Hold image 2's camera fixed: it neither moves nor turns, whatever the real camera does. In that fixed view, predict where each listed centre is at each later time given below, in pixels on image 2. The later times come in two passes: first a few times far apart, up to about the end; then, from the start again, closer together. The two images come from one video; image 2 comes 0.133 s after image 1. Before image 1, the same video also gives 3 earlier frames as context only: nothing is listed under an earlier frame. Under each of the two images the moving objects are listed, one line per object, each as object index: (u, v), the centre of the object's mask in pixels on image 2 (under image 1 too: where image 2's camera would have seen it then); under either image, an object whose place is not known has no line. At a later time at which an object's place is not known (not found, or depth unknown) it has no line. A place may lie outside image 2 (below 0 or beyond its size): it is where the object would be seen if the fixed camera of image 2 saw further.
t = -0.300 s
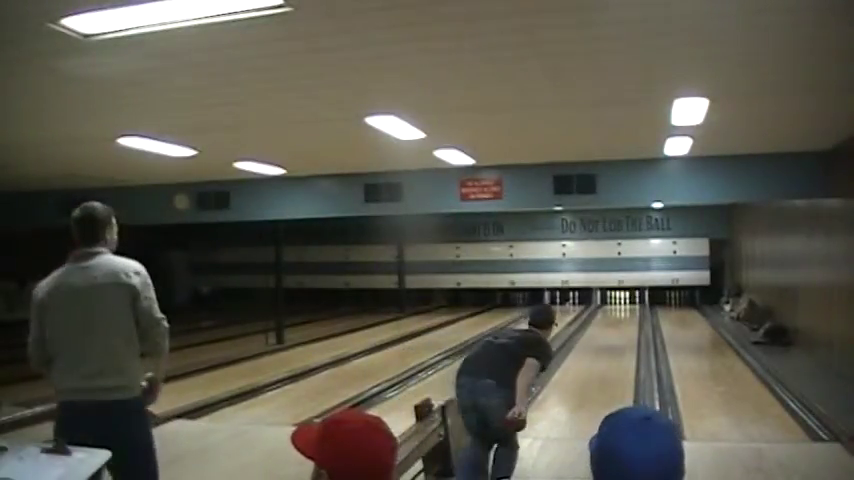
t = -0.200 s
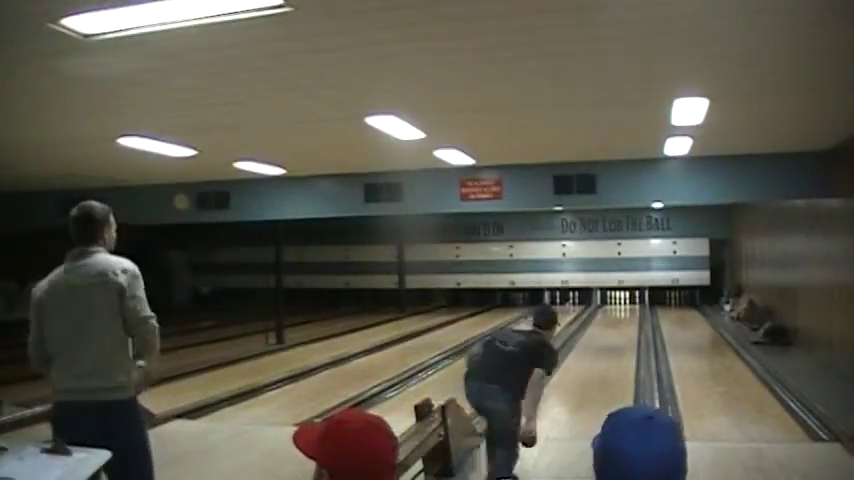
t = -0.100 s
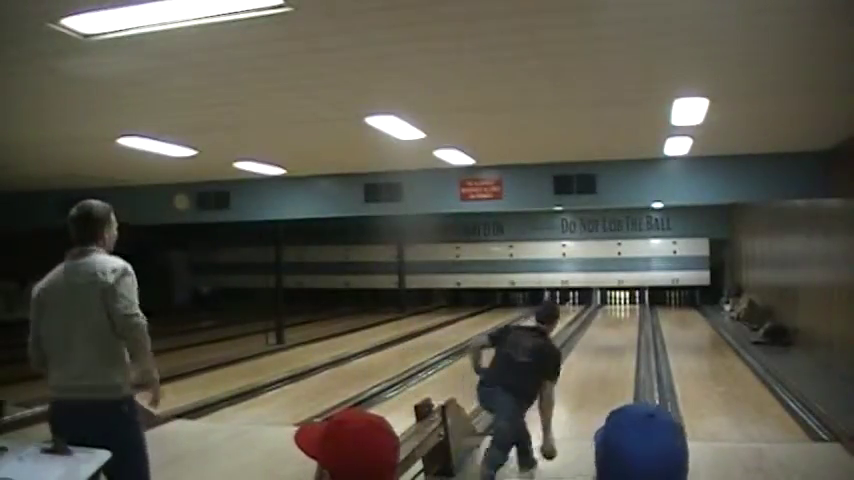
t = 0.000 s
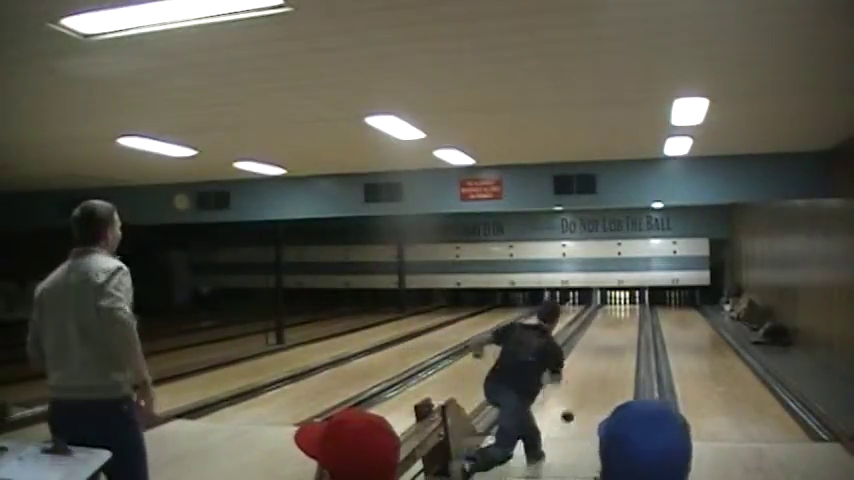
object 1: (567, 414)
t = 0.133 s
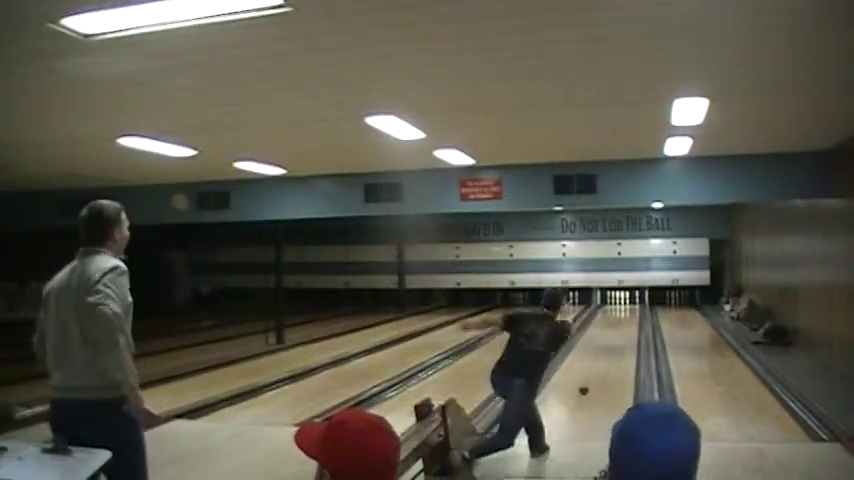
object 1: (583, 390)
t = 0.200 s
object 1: (589, 386)
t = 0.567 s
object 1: (610, 345)
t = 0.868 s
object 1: (619, 327)
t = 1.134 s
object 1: (623, 316)
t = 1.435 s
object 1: (626, 309)
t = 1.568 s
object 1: (625, 310)
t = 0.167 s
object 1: (587, 387)
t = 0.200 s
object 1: (589, 386)
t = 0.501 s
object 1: (606, 350)
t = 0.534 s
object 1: (608, 347)
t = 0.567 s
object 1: (610, 345)
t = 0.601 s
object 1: (611, 342)
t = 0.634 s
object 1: (611, 340)
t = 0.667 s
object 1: (612, 339)
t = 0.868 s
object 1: (619, 327)
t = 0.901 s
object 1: (619, 325)
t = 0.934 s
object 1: (619, 324)
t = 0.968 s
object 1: (620, 321)
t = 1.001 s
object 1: (620, 321)
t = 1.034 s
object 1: (621, 320)
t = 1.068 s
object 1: (621, 318)
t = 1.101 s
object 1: (623, 317)
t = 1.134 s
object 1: (623, 316)
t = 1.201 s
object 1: (625, 312)
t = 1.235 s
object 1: (625, 312)
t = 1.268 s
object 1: (625, 311)
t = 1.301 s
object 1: (625, 311)
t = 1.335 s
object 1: (625, 311)
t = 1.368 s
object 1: (625, 311)
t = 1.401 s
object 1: (627, 308)
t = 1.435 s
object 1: (626, 309)
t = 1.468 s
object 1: (626, 309)
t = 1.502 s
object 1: (626, 309)
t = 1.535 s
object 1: (626, 310)
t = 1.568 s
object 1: (625, 310)
